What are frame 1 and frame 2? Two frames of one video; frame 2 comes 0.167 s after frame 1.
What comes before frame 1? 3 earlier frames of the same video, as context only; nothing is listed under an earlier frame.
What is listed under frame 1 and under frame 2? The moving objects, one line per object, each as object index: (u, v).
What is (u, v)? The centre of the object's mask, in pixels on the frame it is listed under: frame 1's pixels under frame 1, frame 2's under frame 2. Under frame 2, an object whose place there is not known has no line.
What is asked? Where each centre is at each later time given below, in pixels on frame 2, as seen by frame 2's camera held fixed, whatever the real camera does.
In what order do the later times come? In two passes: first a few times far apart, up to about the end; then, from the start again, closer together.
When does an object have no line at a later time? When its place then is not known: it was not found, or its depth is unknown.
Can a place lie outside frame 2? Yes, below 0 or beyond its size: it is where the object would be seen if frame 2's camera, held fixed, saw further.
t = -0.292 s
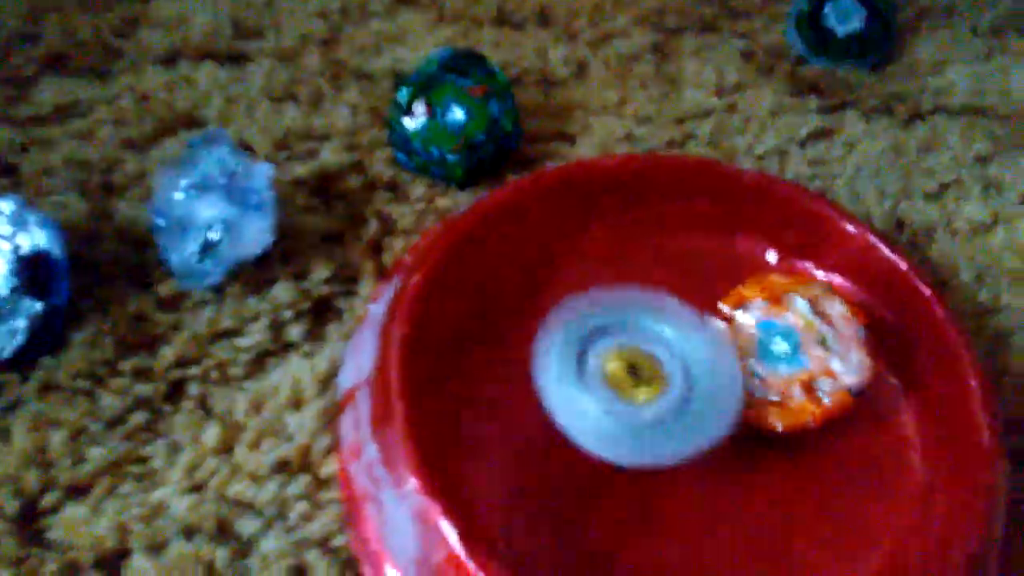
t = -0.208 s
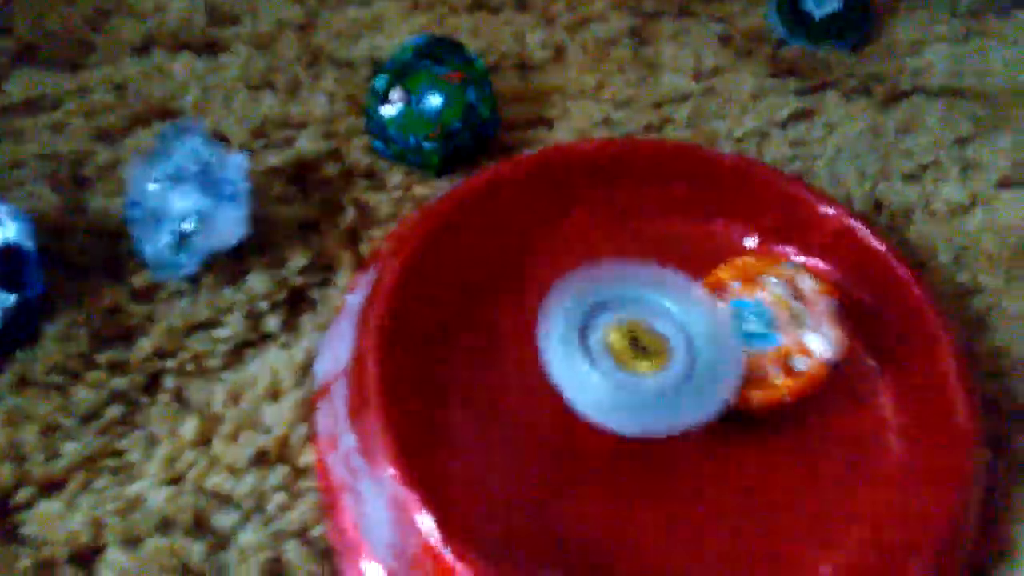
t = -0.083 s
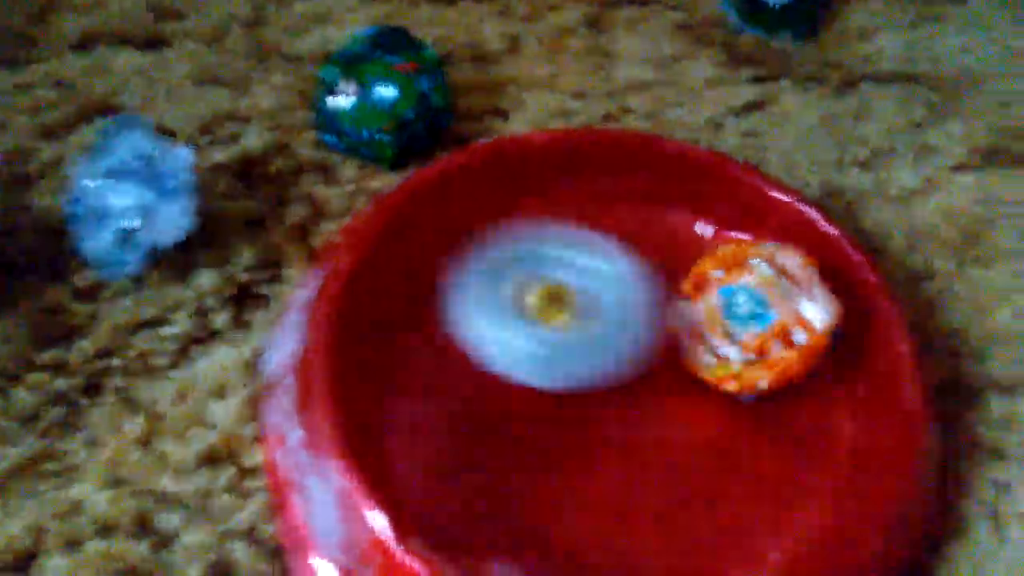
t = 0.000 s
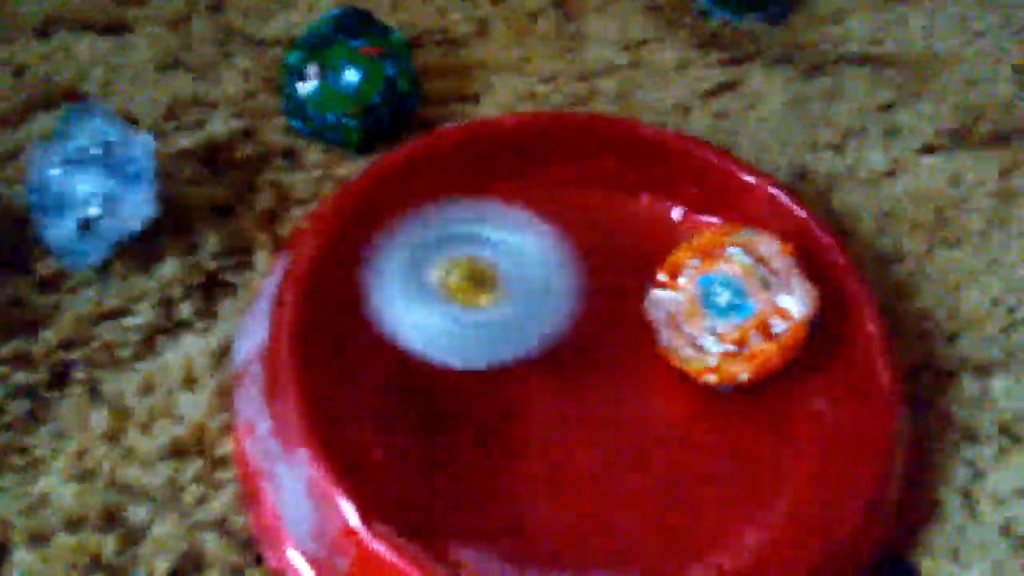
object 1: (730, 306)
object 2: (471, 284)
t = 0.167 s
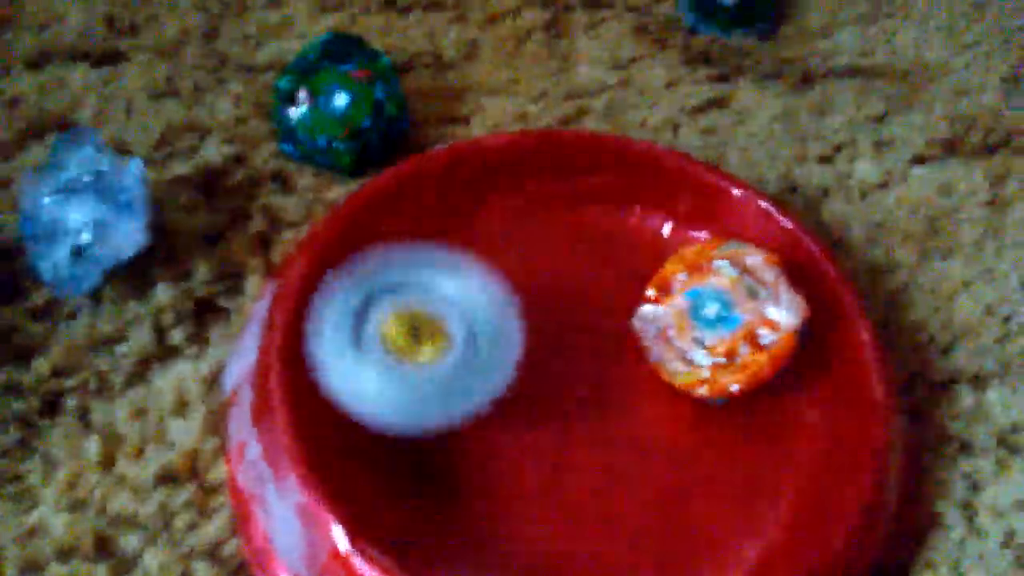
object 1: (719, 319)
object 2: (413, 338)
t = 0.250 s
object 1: (717, 315)
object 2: (438, 365)
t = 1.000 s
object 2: (483, 411)
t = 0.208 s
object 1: (718, 316)
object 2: (422, 352)
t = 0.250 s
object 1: (717, 315)
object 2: (438, 365)
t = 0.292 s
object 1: (716, 314)
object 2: (460, 374)
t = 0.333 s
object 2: (490, 379)
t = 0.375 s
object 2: (525, 378)
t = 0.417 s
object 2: (560, 371)
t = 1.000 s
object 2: (483, 411)
